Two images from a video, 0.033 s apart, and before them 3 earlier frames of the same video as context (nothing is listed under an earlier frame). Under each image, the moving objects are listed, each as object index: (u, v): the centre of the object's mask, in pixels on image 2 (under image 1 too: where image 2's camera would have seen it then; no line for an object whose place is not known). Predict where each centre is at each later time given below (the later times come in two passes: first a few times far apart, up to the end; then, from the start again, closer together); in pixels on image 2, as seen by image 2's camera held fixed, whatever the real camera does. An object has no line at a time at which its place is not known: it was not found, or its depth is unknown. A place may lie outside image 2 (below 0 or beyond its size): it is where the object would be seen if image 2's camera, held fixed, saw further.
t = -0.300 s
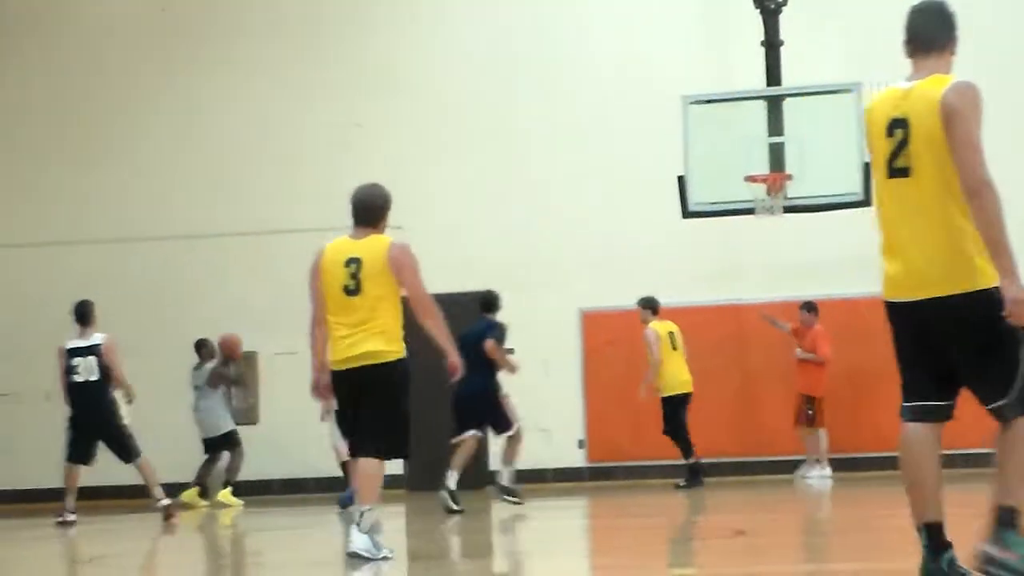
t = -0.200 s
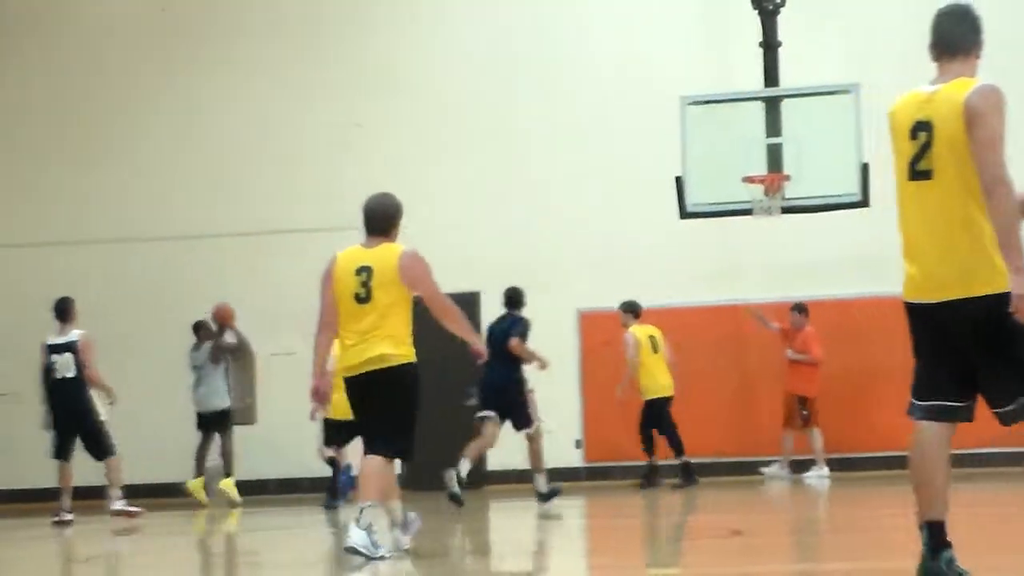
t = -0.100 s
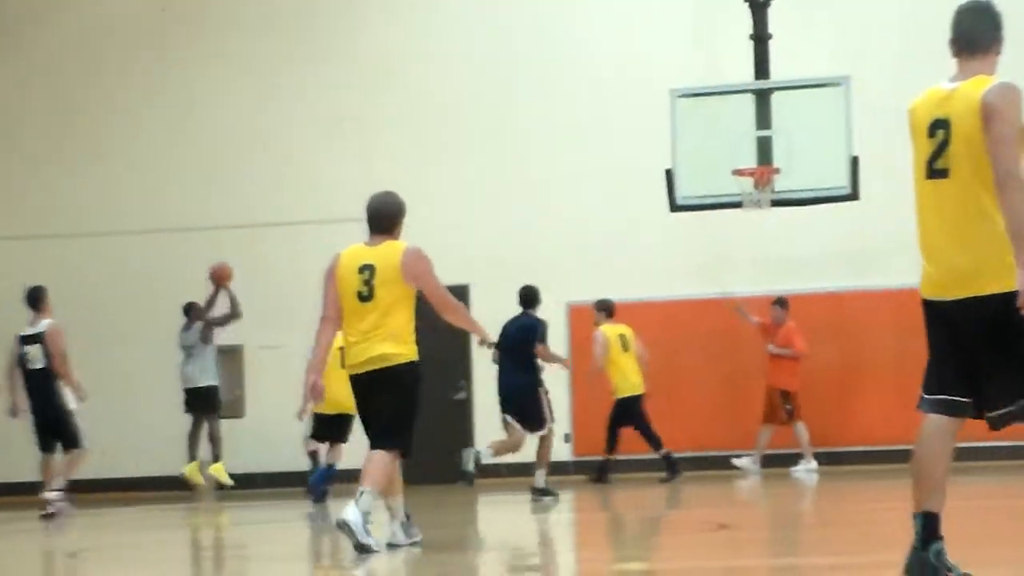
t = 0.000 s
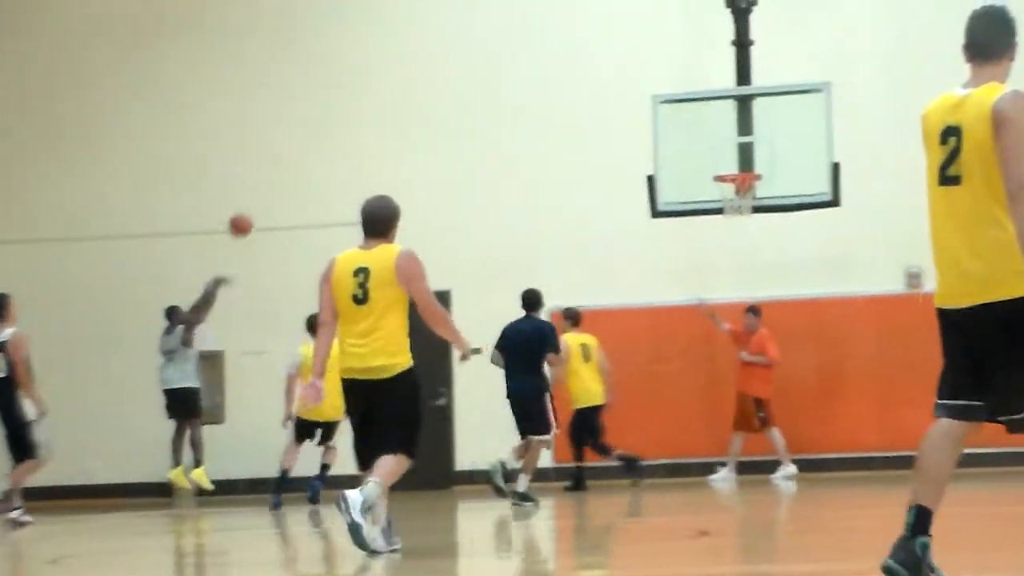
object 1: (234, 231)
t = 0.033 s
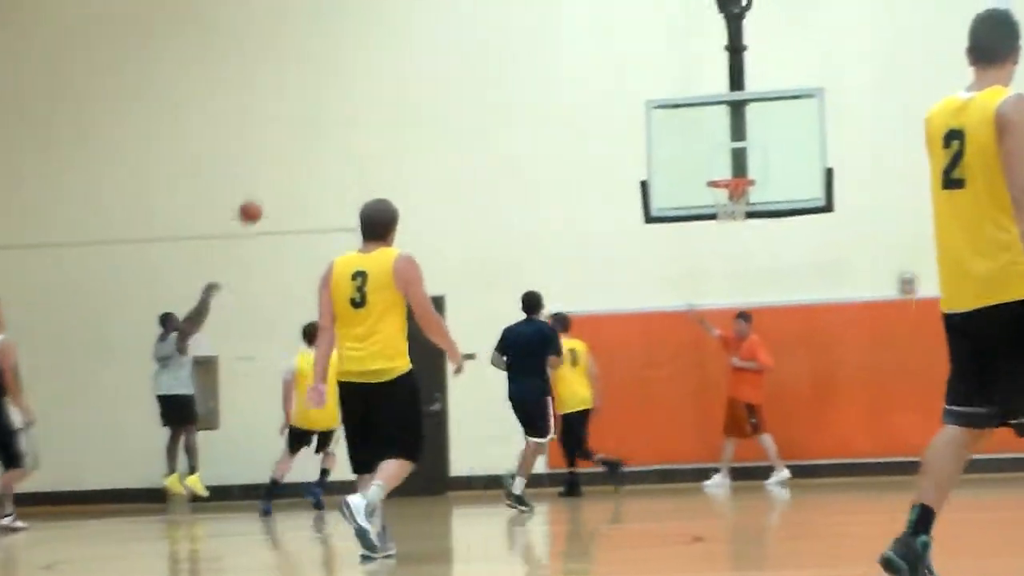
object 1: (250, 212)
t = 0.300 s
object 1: (372, 109)
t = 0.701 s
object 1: (559, 76)
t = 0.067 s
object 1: (263, 196)
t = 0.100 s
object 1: (279, 180)
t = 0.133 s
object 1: (294, 166)
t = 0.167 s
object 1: (309, 152)
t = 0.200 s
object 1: (324, 139)
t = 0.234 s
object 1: (340, 129)
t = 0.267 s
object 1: (356, 118)
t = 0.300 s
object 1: (372, 109)
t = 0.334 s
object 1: (388, 101)
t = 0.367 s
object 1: (404, 94)
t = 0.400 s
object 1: (419, 88)
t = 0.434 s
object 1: (435, 83)
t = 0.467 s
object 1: (451, 78)
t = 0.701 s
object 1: (559, 76)
